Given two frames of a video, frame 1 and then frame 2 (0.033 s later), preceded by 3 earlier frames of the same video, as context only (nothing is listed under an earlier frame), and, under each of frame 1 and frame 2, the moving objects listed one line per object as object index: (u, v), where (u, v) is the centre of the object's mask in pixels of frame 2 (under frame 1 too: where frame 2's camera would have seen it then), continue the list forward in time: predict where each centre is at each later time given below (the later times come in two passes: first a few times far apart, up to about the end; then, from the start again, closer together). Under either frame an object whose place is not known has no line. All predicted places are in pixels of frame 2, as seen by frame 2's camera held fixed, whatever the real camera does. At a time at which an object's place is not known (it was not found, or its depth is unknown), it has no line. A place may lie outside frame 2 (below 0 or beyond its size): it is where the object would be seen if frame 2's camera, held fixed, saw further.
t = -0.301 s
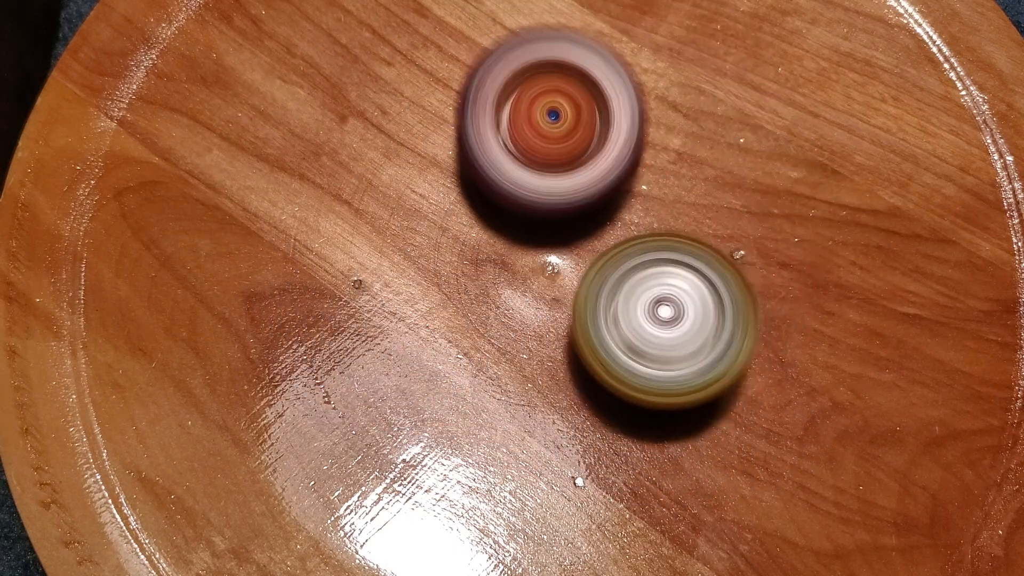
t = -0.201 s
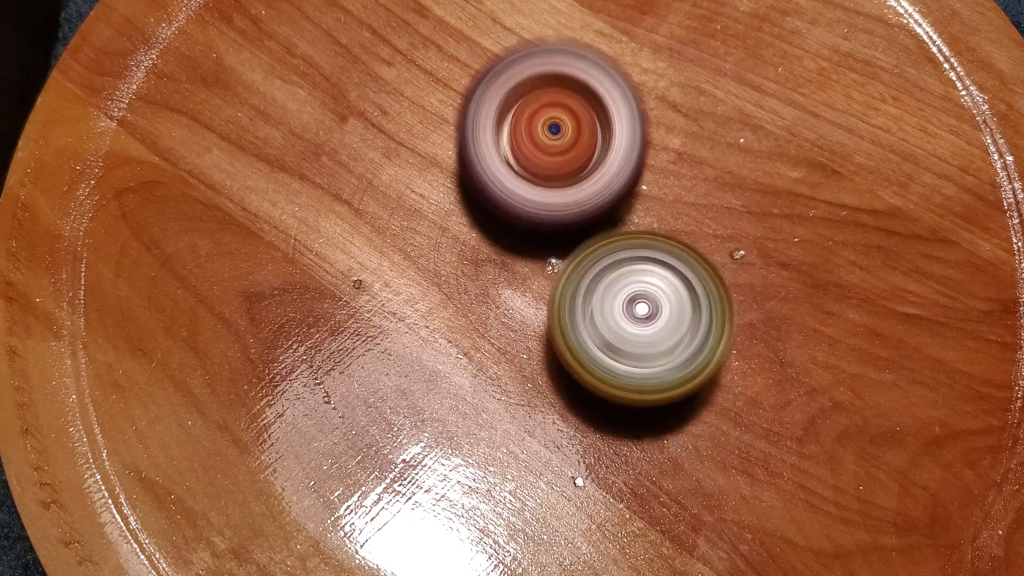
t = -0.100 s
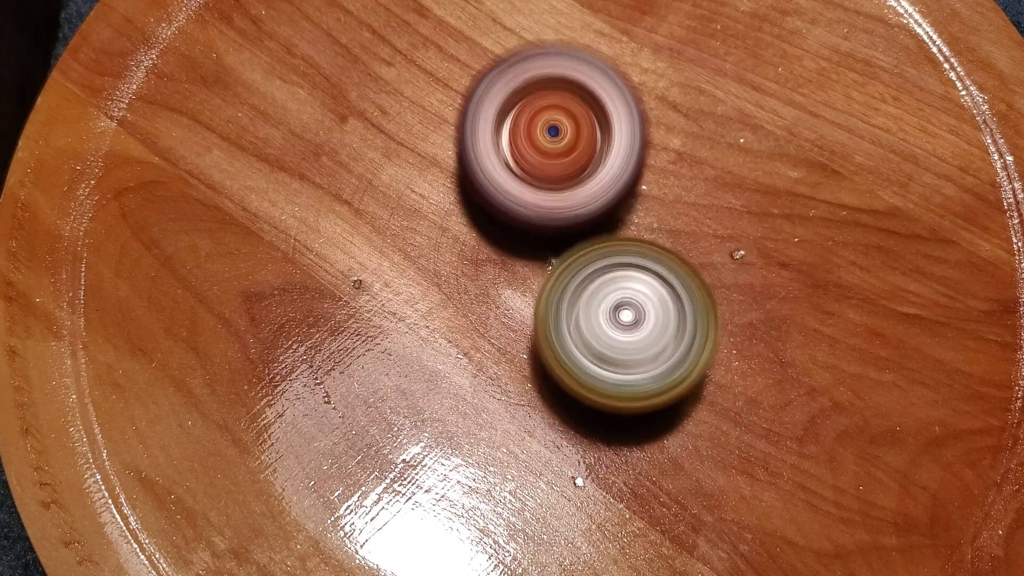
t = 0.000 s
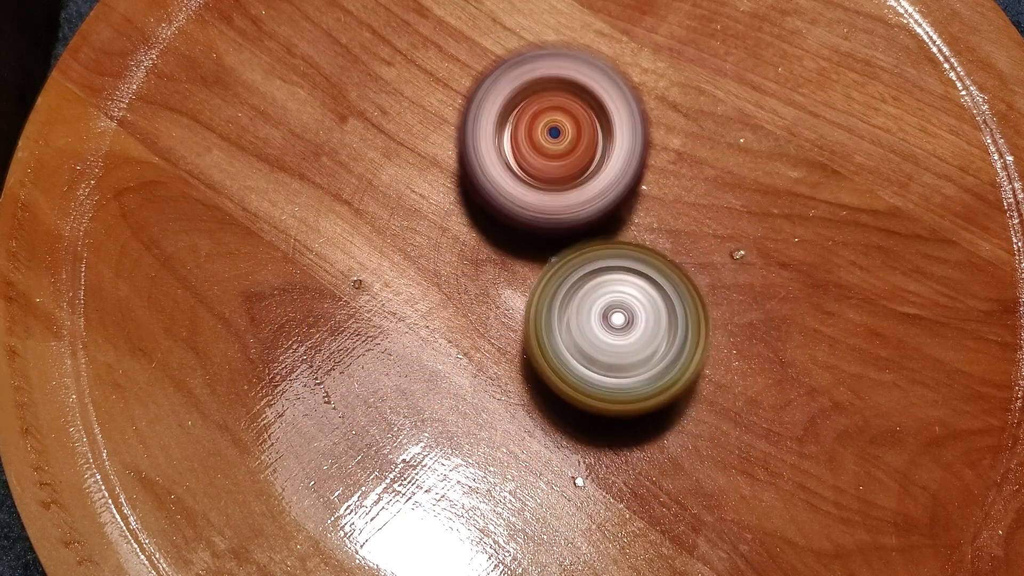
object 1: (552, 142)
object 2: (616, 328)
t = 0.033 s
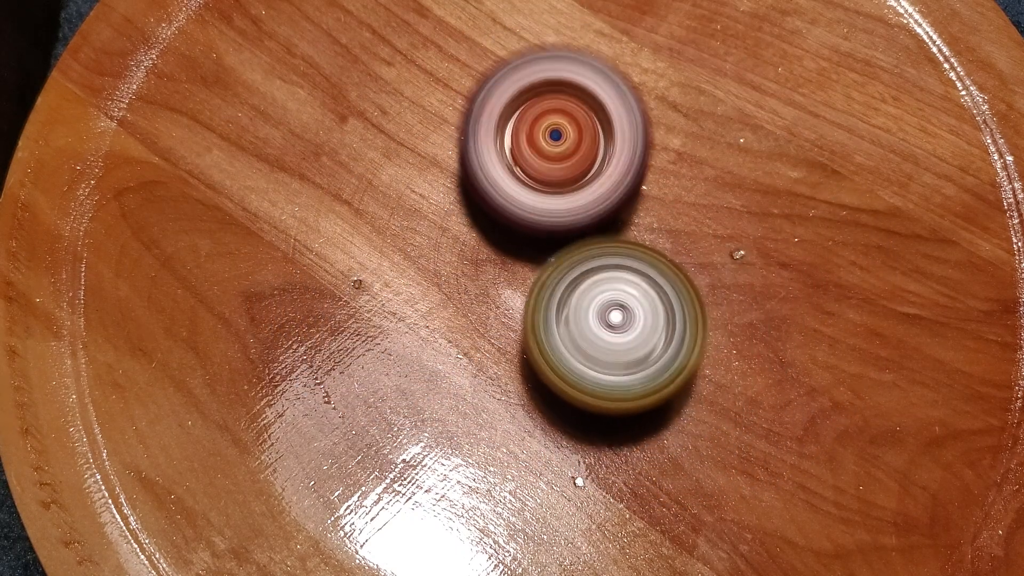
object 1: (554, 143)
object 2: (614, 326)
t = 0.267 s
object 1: (568, 148)
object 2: (618, 336)
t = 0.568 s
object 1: (589, 142)
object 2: (610, 372)
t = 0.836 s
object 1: (615, 156)
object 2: (593, 346)
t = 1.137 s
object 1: (685, 101)
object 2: (530, 386)
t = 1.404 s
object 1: (666, 151)
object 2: (546, 339)
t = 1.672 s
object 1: (699, 177)
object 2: (503, 327)
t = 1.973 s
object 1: (714, 220)
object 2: (510, 317)
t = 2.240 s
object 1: (738, 261)
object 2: (473, 313)
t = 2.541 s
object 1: (705, 293)
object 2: (494, 260)
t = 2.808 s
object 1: (668, 330)
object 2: (501, 193)
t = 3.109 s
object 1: (613, 352)
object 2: (517, 172)
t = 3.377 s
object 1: (584, 359)
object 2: (533, 162)
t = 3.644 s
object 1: (551, 357)
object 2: (551, 148)
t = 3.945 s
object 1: (511, 336)
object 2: (591, 145)
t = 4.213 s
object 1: (493, 302)
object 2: (630, 162)
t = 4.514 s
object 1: (474, 258)
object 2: (681, 196)
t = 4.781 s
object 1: (479, 197)
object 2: (725, 258)
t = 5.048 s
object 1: (518, 162)
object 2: (685, 283)
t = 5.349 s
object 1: (553, 134)
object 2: (643, 302)
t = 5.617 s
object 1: (599, 65)
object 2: (591, 370)
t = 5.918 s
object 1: (621, 92)
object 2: (592, 293)
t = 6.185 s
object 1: (670, 97)
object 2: (561, 293)
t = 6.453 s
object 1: (715, 144)
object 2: (504, 316)
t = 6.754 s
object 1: (711, 226)
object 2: (526, 309)
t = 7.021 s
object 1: (697, 314)
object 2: (481, 301)
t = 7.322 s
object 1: (657, 382)
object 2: (447, 243)
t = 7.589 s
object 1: (610, 377)
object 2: (485, 206)
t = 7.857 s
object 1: (579, 331)
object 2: (558, 121)
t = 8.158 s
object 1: (564, 269)
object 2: (670, 111)
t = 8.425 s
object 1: (374, 278)
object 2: (939, 209)
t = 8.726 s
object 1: (324, 261)
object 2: (908, 413)
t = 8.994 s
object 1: (433, 219)
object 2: (692, 465)
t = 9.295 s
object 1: (639, 168)
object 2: (453, 314)
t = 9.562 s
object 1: (757, 170)
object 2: (399, 143)
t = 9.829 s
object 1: (767, 238)
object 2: (487, 69)
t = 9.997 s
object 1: (725, 289)
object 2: (569, 80)
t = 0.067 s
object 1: (555, 145)
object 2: (613, 324)
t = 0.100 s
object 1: (557, 145)
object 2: (614, 328)
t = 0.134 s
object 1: (560, 145)
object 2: (615, 328)
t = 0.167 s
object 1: (562, 147)
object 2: (615, 329)
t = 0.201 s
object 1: (564, 147)
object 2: (616, 330)
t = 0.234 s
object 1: (565, 147)
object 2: (617, 334)
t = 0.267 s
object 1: (568, 148)
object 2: (618, 336)
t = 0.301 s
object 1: (570, 149)
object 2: (619, 336)
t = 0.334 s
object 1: (572, 152)
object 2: (619, 335)
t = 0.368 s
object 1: (573, 153)
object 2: (619, 337)
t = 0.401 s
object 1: (575, 154)
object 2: (619, 338)
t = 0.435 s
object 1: (577, 154)
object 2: (619, 341)
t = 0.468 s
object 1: (578, 155)
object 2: (618, 343)
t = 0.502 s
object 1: (579, 156)
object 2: (617, 344)
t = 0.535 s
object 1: (584, 150)
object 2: (613, 358)
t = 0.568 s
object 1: (589, 142)
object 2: (610, 372)
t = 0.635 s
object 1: (597, 136)
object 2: (604, 383)
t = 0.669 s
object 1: (601, 137)
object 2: (601, 383)
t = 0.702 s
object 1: (604, 140)
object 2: (598, 379)
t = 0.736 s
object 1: (607, 142)
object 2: (597, 373)
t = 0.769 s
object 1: (609, 148)
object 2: (595, 365)
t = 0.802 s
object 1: (612, 152)
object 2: (594, 356)
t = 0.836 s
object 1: (615, 156)
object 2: (593, 346)
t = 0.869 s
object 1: (630, 142)
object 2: (576, 364)
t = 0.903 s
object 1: (647, 123)
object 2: (560, 380)
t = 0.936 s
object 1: (661, 112)
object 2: (549, 389)
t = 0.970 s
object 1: (670, 104)
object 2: (541, 393)
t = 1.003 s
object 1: (678, 99)
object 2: (535, 395)
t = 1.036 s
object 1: (681, 96)
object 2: (531, 394)
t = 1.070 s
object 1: (683, 98)
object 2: (530, 393)
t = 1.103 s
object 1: (684, 100)
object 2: (529, 390)
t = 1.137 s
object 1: (685, 101)
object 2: (530, 386)
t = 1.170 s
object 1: (684, 105)
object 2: (531, 381)
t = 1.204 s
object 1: (682, 110)
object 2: (533, 376)
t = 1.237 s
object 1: (678, 116)
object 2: (535, 371)
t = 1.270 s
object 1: (677, 121)
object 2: (537, 365)
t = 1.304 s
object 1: (673, 127)
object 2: (539, 360)
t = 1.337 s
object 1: (671, 135)
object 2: (542, 353)
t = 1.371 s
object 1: (668, 143)
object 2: (544, 346)
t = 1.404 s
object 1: (666, 151)
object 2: (546, 339)
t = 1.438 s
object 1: (663, 159)
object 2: (548, 331)
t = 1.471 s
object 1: (661, 167)
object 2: (550, 324)
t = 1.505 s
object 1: (669, 169)
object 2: (539, 325)
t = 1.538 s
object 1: (680, 167)
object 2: (523, 329)
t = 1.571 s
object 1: (689, 167)
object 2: (513, 331)
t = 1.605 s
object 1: (693, 169)
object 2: (506, 331)
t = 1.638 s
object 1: (698, 173)
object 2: (503, 329)
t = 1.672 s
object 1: (699, 177)
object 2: (503, 327)
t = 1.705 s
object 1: (701, 183)
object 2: (505, 324)
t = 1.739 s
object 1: (698, 189)
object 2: (510, 320)
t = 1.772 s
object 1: (697, 195)
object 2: (516, 316)
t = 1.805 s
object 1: (694, 201)
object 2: (523, 313)
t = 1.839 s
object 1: (695, 207)
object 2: (528, 311)
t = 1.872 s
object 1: (702, 210)
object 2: (521, 313)
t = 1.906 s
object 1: (709, 213)
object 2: (515, 315)
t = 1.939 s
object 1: (711, 217)
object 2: (511, 316)
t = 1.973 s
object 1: (714, 220)
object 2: (510, 317)
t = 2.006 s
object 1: (713, 227)
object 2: (510, 317)
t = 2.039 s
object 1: (712, 231)
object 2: (512, 317)
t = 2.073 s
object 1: (709, 237)
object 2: (515, 317)
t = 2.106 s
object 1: (705, 241)
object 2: (518, 317)
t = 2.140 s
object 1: (713, 246)
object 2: (506, 319)
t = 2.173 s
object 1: (724, 251)
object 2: (490, 319)
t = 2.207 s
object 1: (735, 255)
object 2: (480, 317)
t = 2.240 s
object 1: (738, 261)
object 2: (473, 313)
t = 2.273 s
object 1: (742, 264)
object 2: (468, 308)
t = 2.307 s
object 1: (740, 271)
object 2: (467, 303)
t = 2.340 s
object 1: (738, 273)
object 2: (467, 297)
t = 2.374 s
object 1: (736, 277)
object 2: (469, 291)
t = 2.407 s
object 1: (731, 280)
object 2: (473, 285)
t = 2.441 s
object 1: (725, 283)
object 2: (477, 279)
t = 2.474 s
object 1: (720, 287)
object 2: (483, 272)
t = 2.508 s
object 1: (712, 290)
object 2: (489, 266)
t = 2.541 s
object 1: (705, 293)
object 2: (494, 260)
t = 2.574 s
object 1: (698, 296)
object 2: (499, 254)
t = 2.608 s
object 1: (695, 301)
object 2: (497, 246)
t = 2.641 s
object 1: (693, 306)
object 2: (495, 237)
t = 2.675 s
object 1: (687, 311)
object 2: (496, 230)
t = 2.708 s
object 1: (682, 313)
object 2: (498, 223)
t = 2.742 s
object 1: (675, 317)
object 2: (502, 216)
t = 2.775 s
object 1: (668, 321)
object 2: (504, 209)
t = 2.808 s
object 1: (668, 330)
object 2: (501, 193)
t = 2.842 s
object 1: (666, 339)
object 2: (496, 180)
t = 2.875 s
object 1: (661, 345)
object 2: (495, 170)
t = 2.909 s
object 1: (657, 349)
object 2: (496, 165)
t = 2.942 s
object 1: (651, 352)
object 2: (497, 162)
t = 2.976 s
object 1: (644, 356)
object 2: (501, 160)
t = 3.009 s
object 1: (633, 355)
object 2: (508, 162)
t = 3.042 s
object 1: (626, 355)
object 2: (511, 165)
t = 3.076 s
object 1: (619, 354)
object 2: (514, 169)
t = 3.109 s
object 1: (613, 352)
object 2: (517, 172)
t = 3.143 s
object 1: (608, 351)
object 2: (520, 175)
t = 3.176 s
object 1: (606, 361)
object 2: (520, 167)
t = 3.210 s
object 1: (604, 365)
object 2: (522, 161)
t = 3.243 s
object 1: (600, 368)
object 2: (525, 158)
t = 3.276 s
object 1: (596, 369)
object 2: (526, 157)
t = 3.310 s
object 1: (593, 365)
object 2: (529, 158)
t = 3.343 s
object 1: (588, 363)
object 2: (531, 159)
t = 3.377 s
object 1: (584, 359)
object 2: (533, 162)
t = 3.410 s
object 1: (578, 355)
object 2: (535, 164)
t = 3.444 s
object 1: (576, 361)
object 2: (536, 155)
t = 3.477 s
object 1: (572, 367)
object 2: (538, 147)
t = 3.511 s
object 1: (568, 368)
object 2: (540, 143)
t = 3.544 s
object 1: (563, 368)
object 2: (543, 142)
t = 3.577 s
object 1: (560, 364)
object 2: (545, 143)
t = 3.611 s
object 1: (556, 361)
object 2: (548, 145)
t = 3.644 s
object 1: (551, 357)
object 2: (551, 148)
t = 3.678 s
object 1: (547, 349)
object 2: (552, 152)
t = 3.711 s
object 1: (543, 348)
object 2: (557, 151)
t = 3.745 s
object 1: (537, 351)
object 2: (563, 146)
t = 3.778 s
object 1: (531, 350)
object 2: (567, 144)
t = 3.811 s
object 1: (526, 347)
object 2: (572, 144)
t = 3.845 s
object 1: (523, 341)
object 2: (575, 146)
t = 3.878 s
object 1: (522, 336)
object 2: (579, 150)
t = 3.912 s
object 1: (518, 334)
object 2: (584, 150)
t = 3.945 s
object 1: (511, 336)
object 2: (591, 145)
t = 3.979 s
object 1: (506, 335)
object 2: (599, 144)
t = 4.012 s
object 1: (504, 330)
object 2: (603, 145)
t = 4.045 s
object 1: (503, 326)
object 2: (607, 148)
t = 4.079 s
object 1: (502, 321)
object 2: (611, 151)
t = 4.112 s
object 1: (501, 316)
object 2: (614, 156)
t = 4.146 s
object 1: (498, 311)
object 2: (619, 159)
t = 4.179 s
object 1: (494, 308)
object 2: (625, 159)
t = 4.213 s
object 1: (493, 302)
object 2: (630, 162)
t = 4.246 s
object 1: (492, 297)
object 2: (635, 166)
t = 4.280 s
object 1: (482, 296)
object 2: (646, 165)
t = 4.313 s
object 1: (472, 293)
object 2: (657, 167)
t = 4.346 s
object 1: (467, 288)
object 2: (664, 172)
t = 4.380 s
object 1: (465, 282)
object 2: (669, 176)
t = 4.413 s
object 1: (466, 275)
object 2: (673, 180)
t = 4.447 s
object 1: (468, 269)
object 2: (676, 184)
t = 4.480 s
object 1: (471, 264)
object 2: (679, 190)
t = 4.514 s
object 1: (474, 258)
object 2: (681, 196)
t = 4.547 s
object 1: (477, 251)
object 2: (682, 201)
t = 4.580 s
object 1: (481, 244)
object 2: (683, 207)
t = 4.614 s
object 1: (486, 237)
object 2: (684, 213)
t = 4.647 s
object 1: (480, 229)
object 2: (698, 224)
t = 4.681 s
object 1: (476, 218)
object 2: (711, 234)
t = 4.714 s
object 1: (475, 209)
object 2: (721, 243)
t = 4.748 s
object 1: (476, 203)
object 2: (724, 252)
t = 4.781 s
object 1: (479, 197)
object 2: (725, 258)
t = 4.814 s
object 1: (482, 192)
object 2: (723, 264)
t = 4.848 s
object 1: (486, 187)
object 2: (720, 269)
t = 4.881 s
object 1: (491, 182)
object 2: (716, 273)
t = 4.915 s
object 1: (495, 178)
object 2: (712, 276)
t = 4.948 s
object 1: (501, 173)
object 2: (706, 280)
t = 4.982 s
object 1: (506, 169)
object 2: (699, 282)
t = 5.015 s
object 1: (512, 165)
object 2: (692, 283)
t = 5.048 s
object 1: (518, 162)
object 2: (685, 283)
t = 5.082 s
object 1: (524, 159)
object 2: (678, 283)
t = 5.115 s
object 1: (529, 156)
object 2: (672, 285)
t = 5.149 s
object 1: (531, 148)
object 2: (671, 293)
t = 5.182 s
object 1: (534, 142)
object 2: (667, 299)
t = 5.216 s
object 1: (538, 138)
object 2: (663, 302)
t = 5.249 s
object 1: (541, 136)
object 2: (658, 303)
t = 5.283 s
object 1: (545, 135)
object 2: (654, 304)
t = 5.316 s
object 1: (549, 134)
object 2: (649, 303)
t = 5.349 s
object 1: (553, 134)
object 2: (643, 302)
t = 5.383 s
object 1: (558, 133)
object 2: (637, 304)
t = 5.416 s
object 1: (562, 108)
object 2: (628, 332)
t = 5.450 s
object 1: (567, 90)
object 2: (618, 349)
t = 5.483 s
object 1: (574, 81)
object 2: (609, 361)
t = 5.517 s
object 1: (582, 73)
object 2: (602, 368)
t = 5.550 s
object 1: (589, 68)
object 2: (597, 372)
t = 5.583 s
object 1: (595, 66)
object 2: (593, 372)
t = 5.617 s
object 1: (599, 65)
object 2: (591, 370)
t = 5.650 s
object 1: (603, 65)
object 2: (589, 367)
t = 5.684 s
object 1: (606, 67)
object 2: (589, 362)
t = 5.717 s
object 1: (609, 69)
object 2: (589, 357)
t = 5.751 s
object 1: (611, 71)
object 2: (589, 350)
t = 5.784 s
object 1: (614, 74)
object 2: (591, 343)
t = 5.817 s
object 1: (616, 77)
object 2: (592, 334)
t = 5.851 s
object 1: (618, 81)
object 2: (594, 323)
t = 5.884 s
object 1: (620, 86)
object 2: (593, 309)
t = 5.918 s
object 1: (621, 92)
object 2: (592, 293)
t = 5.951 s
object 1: (625, 100)
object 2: (591, 278)
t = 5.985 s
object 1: (636, 90)
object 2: (580, 287)
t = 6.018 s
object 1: (645, 85)
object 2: (571, 296)
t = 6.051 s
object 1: (651, 85)
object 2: (566, 299)
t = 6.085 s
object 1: (659, 84)
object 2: (563, 299)
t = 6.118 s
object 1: (663, 88)
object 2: (562, 298)
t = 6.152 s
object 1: (667, 91)
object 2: (561, 296)
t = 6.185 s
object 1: (670, 97)
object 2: (561, 293)
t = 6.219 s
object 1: (672, 104)
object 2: (562, 291)
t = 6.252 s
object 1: (673, 111)
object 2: (564, 289)
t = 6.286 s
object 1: (674, 120)
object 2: (566, 286)
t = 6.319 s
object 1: (674, 130)
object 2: (567, 284)
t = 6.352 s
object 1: (691, 128)
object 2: (545, 299)
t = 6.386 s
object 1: (705, 129)
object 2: (524, 309)
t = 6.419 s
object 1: (711, 136)
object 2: (511, 314)
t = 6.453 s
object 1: (715, 144)
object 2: (504, 316)
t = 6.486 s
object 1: (719, 150)
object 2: (502, 315)
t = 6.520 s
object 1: (720, 158)
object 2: (503, 313)
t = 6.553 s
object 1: (721, 164)
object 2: (508, 311)
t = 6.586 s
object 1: (720, 171)
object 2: (513, 309)
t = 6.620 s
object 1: (717, 181)
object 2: (520, 308)
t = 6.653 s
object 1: (714, 191)
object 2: (525, 307)
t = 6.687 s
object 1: (712, 201)
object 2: (531, 306)
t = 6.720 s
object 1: (708, 214)
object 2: (537, 306)
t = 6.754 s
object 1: (711, 226)
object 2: (526, 309)
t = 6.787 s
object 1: (716, 237)
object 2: (513, 312)
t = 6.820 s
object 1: (714, 249)
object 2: (508, 311)
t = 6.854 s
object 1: (710, 261)
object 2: (506, 311)
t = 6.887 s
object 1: (706, 271)
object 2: (507, 310)
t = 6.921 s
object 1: (698, 279)
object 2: (507, 310)
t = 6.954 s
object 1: (696, 289)
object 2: (501, 309)
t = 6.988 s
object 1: (697, 302)
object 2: (493, 306)
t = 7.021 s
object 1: (697, 314)
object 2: (481, 301)
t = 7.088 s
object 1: (687, 330)
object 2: (474, 294)
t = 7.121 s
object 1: (678, 338)
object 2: (474, 291)
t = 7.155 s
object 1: (670, 345)
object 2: (475, 289)
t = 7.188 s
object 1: (662, 351)
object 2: (477, 286)
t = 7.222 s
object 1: (665, 362)
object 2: (469, 276)
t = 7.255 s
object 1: (664, 371)
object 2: (456, 262)
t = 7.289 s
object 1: (661, 377)
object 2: (449, 250)
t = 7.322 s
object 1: (657, 382)
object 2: (447, 243)
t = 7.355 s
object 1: (654, 384)
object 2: (449, 238)
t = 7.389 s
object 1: (648, 386)
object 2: (452, 235)
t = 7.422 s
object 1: (643, 387)
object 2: (456, 232)
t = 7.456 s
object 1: (636, 389)
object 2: (461, 228)
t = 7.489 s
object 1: (632, 388)
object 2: (467, 222)
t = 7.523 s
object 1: (624, 384)
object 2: (472, 216)
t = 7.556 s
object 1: (616, 381)
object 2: (478, 211)
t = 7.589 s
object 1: (610, 377)
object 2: (485, 206)
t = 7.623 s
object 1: (606, 371)
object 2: (493, 203)
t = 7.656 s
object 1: (600, 363)
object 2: (502, 197)
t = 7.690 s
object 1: (594, 357)
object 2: (511, 189)
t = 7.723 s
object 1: (591, 356)
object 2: (516, 171)
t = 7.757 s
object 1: (588, 351)
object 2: (526, 154)
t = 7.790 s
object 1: (585, 344)
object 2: (537, 138)
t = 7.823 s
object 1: (581, 338)
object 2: (547, 129)
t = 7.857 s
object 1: (579, 331)
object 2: (558, 121)
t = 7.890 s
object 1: (579, 323)
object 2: (572, 114)
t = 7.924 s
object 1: (576, 313)
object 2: (584, 110)
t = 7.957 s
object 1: (576, 304)
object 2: (594, 109)
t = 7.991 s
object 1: (577, 293)
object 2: (606, 110)
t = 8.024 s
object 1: (573, 286)
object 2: (622, 109)
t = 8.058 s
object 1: (569, 283)
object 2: (637, 103)
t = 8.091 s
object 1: (565, 279)
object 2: (649, 103)
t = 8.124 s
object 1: (565, 275)
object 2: (659, 105)
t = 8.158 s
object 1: (564, 269)
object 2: (670, 111)
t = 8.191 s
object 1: (565, 264)
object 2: (681, 118)
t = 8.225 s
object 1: (542, 259)
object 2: (700, 125)
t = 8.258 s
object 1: (503, 265)
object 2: (753, 133)
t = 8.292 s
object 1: (464, 268)
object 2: (805, 144)
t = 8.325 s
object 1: (439, 273)
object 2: (852, 155)
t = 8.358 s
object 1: (415, 275)
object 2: (884, 168)
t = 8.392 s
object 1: (394, 279)
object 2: (917, 189)
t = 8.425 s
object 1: (374, 278)
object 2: (939, 209)
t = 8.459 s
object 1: (355, 280)
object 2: (948, 229)
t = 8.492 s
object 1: (340, 280)
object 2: (954, 251)
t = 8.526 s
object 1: (326, 280)
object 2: (959, 274)
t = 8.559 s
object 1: (319, 277)
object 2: (958, 295)
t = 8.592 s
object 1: (308, 273)
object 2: (956, 316)
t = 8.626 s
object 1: (309, 271)
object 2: (952, 334)
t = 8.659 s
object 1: (308, 265)
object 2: (945, 354)
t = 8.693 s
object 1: (318, 260)
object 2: (927, 393)
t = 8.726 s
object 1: (324, 261)
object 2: (908, 413)
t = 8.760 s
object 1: (332, 254)
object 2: (888, 431)
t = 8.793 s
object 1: (339, 253)
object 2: (863, 444)
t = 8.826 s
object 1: (353, 247)
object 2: (835, 458)
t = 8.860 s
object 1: (363, 241)
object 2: (810, 465)
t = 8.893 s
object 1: (380, 237)
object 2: (779, 471)
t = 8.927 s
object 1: (395, 230)
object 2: (751, 475)
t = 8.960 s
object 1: (415, 226)
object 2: (722, 470)
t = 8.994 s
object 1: (433, 219)
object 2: (692, 465)
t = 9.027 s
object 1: (456, 217)
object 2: (662, 456)
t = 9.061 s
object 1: (479, 210)
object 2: (631, 444)
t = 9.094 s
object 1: (506, 206)
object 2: (601, 431)
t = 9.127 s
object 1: (529, 197)
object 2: (573, 416)
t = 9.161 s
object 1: (554, 193)
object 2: (543, 398)
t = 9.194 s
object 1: (575, 182)
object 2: (519, 378)
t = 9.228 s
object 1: (598, 177)
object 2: (495, 358)
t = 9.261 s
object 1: (620, 170)
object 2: (474, 337)
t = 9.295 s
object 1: (639, 168)
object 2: (453, 314)
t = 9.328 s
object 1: (659, 162)
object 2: (435, 292)
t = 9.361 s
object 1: (676, 162)
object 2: (423, 270)
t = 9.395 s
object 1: (696, 156)
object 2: (412, 246)
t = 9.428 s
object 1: (712, 159)
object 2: (405, 224)
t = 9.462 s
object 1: (728, 156)
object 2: (399, 199)
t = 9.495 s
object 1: (738, 162)
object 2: (394, 178)
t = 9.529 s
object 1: (750, 163)
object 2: (397, 161)
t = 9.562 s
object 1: (757, 170)
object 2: (399, 143)
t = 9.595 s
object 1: (768, 172)
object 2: (406, 128)
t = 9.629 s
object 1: (770, 181)
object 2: (415, 108)
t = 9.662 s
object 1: (777, 188)
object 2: (423, 95)
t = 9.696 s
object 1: (775, 197)
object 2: (435, 86)
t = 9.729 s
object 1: (779, 206)
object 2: (444, 80)
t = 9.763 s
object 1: (774, 217)
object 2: (460, 74)
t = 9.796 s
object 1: (775, 227)
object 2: (475, 69)
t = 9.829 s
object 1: (767, 238)
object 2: (487, 69)
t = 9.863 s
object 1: (764, 248)
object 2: (501, 68)
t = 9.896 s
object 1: (753, 258)
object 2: (517, 70)
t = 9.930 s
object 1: (747, 270)
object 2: (539, 71)
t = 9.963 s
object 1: (734, 280)
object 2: (553, 74)
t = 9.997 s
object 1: (725, 289)
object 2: (569, 80)
